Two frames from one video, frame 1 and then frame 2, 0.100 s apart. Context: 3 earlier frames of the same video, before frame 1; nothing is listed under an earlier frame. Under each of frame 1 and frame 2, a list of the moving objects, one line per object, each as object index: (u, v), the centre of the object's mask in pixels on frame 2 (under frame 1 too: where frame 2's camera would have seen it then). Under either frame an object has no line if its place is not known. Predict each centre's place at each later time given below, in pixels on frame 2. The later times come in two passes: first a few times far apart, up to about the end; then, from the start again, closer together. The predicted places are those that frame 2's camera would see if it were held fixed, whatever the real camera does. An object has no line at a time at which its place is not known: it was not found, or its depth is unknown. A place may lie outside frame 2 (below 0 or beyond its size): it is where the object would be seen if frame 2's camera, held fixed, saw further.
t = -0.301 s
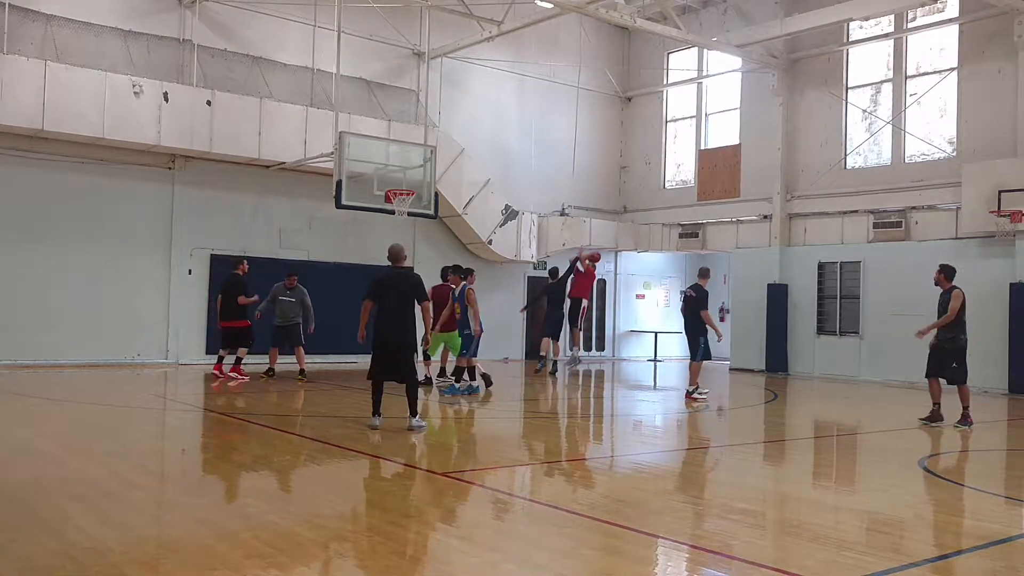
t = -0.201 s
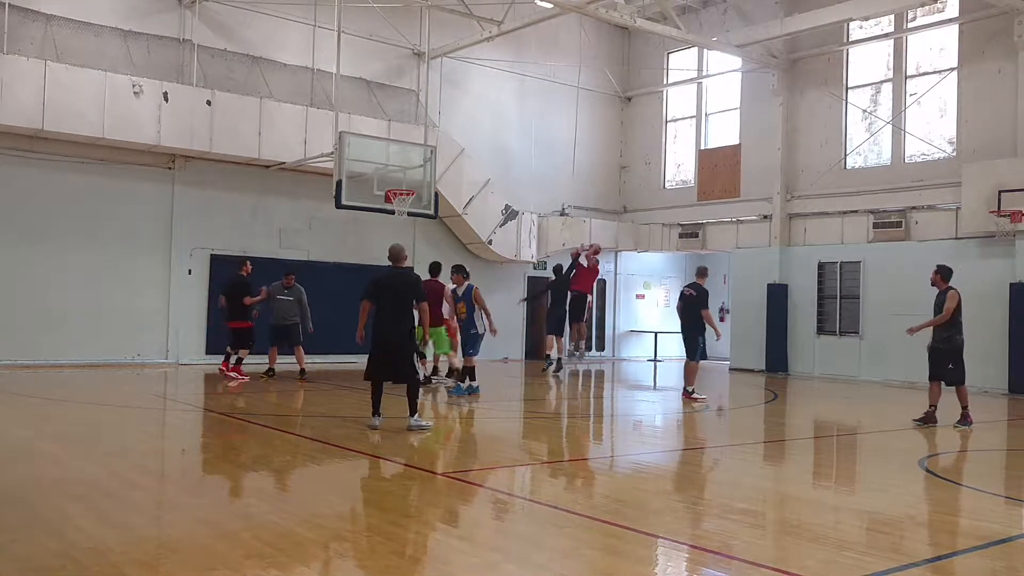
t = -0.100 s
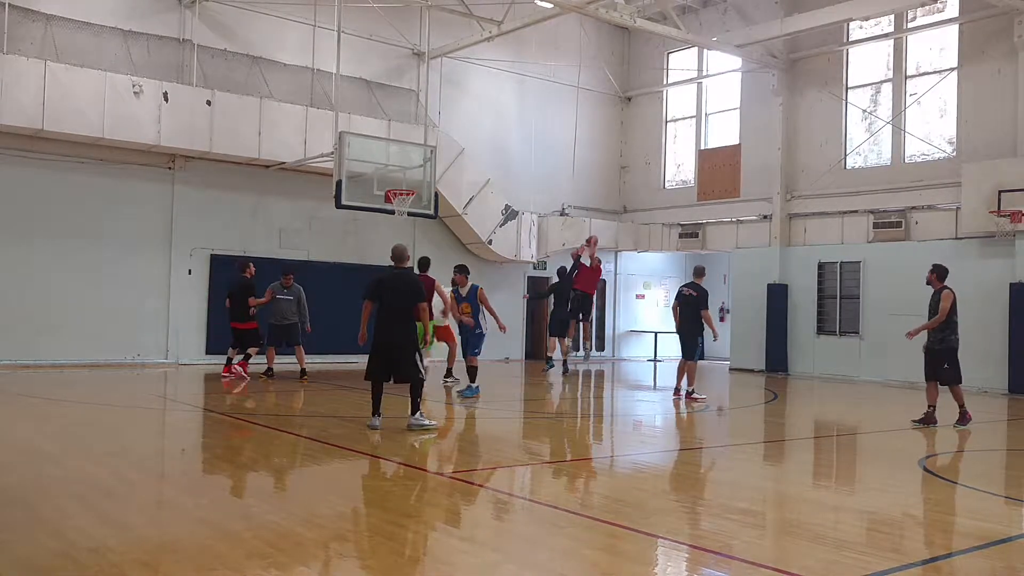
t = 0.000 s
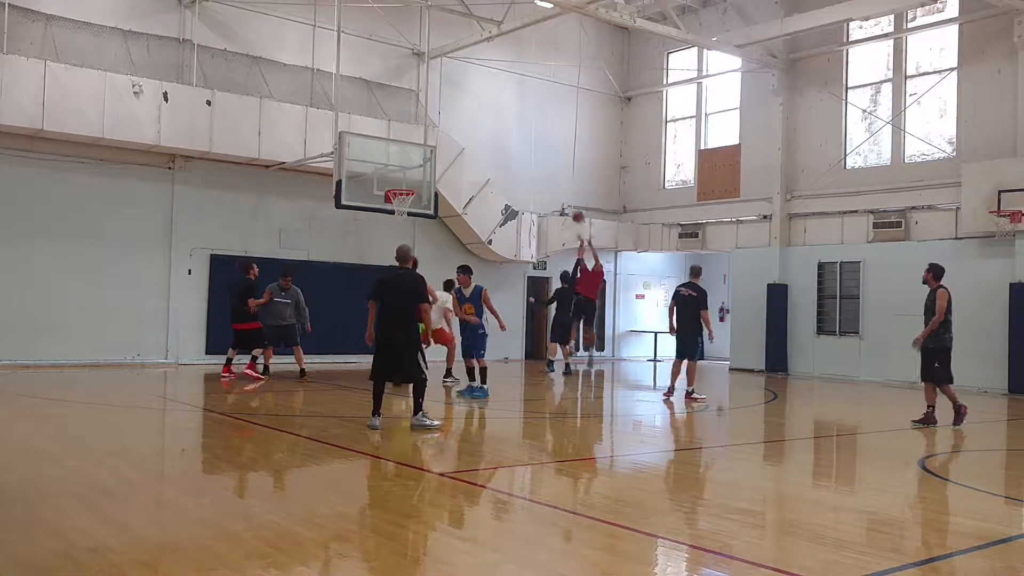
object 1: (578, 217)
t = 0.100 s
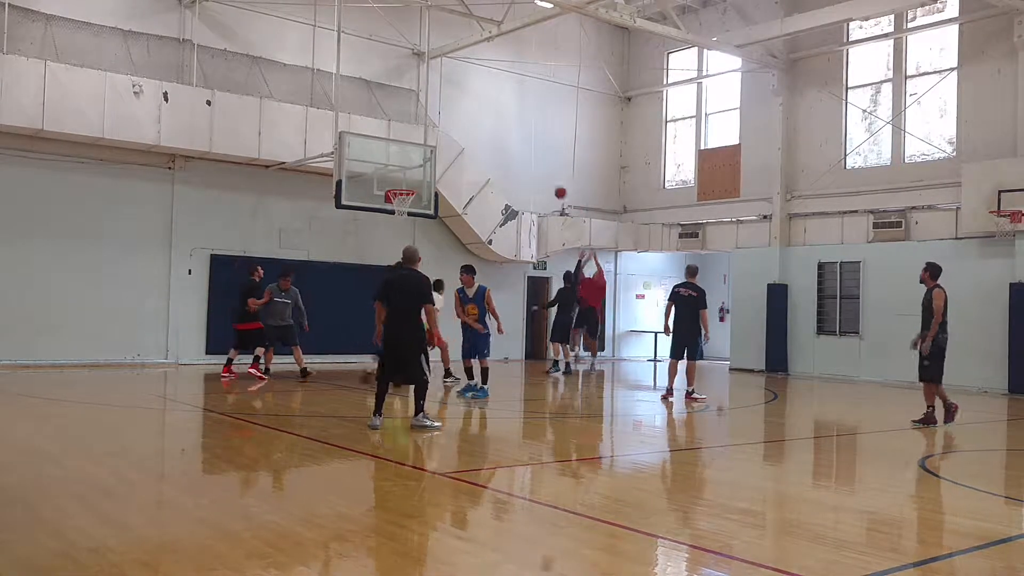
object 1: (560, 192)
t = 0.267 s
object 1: (529, 163)
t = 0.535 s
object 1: (478, 145)
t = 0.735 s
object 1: (437, 156)
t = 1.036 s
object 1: (403, 208)
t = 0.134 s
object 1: (554, 185)
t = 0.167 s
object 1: (548, 178)
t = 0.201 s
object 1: (542, 173)
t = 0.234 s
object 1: (536, 168)
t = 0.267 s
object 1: (529, 163)
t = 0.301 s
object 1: (523, 159)
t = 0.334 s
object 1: (517, 155)
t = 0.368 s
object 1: (510, 152)
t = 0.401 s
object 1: (504, 149)
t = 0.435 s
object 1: (498, 147)
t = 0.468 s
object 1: (491, 146)
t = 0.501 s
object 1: (485, 145)
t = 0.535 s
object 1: (478, 145)
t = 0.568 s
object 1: (471, 145)
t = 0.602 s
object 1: (464, 146)
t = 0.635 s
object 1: (458, 148)
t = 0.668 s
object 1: (451, 150)
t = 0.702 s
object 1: (444, 153)
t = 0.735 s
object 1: (437, 156)
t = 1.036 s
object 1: (403, 208)
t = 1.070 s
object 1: (407, 213)
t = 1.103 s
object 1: (410, 218)
